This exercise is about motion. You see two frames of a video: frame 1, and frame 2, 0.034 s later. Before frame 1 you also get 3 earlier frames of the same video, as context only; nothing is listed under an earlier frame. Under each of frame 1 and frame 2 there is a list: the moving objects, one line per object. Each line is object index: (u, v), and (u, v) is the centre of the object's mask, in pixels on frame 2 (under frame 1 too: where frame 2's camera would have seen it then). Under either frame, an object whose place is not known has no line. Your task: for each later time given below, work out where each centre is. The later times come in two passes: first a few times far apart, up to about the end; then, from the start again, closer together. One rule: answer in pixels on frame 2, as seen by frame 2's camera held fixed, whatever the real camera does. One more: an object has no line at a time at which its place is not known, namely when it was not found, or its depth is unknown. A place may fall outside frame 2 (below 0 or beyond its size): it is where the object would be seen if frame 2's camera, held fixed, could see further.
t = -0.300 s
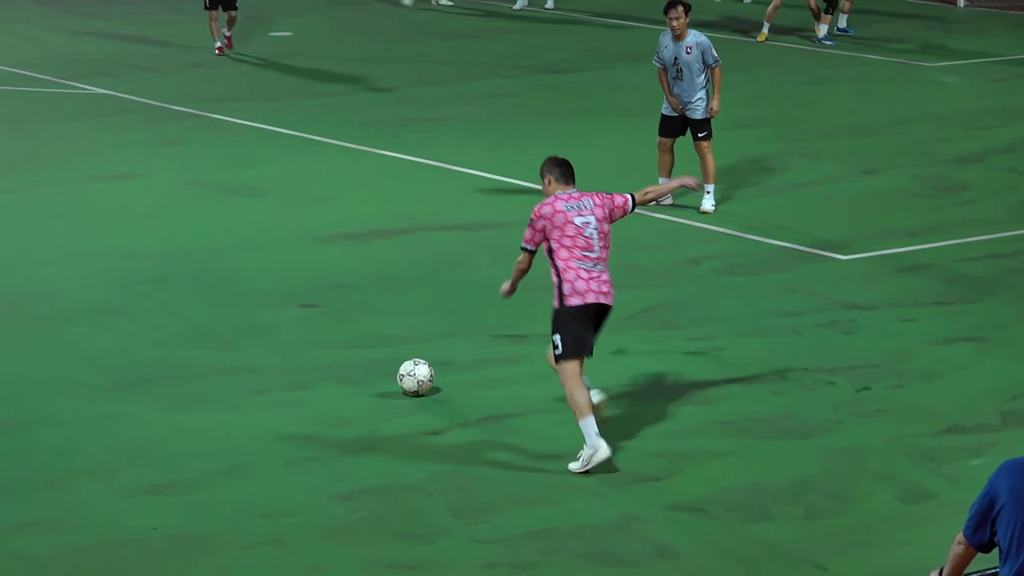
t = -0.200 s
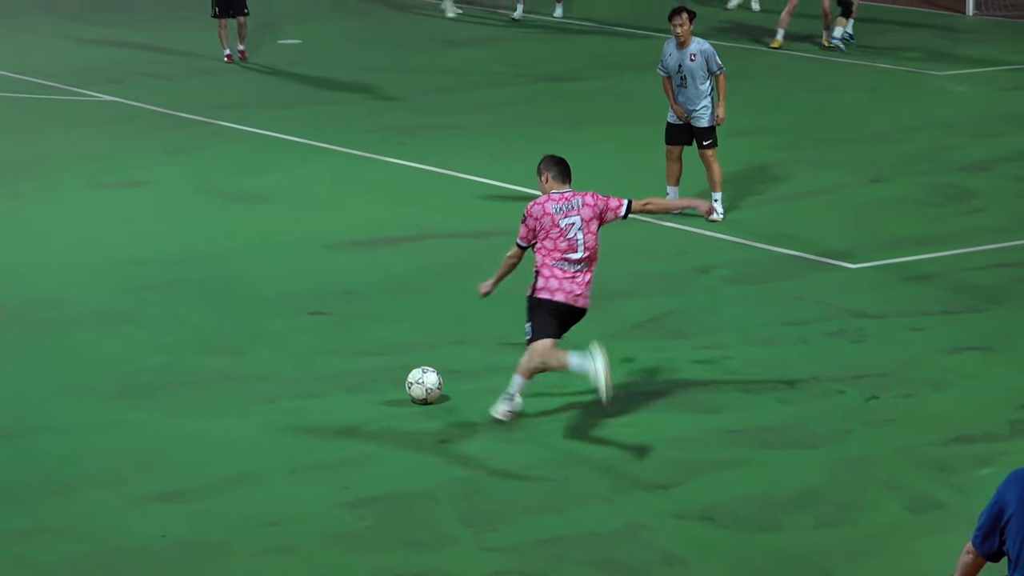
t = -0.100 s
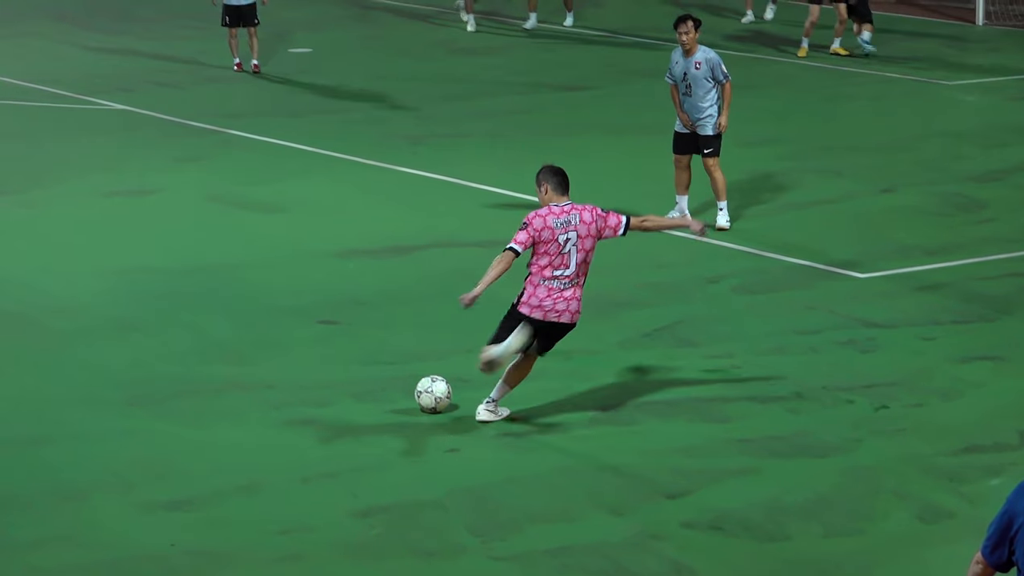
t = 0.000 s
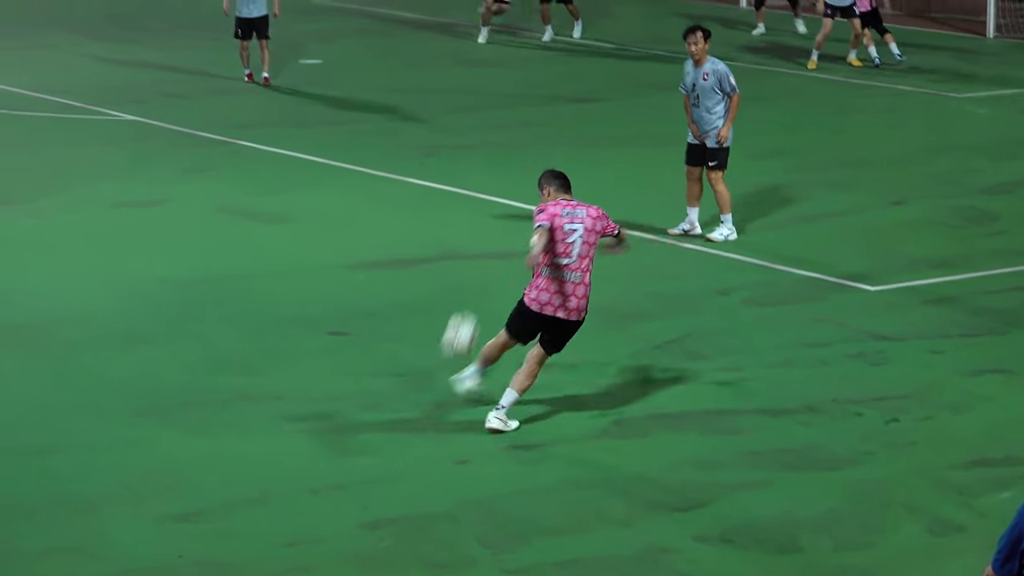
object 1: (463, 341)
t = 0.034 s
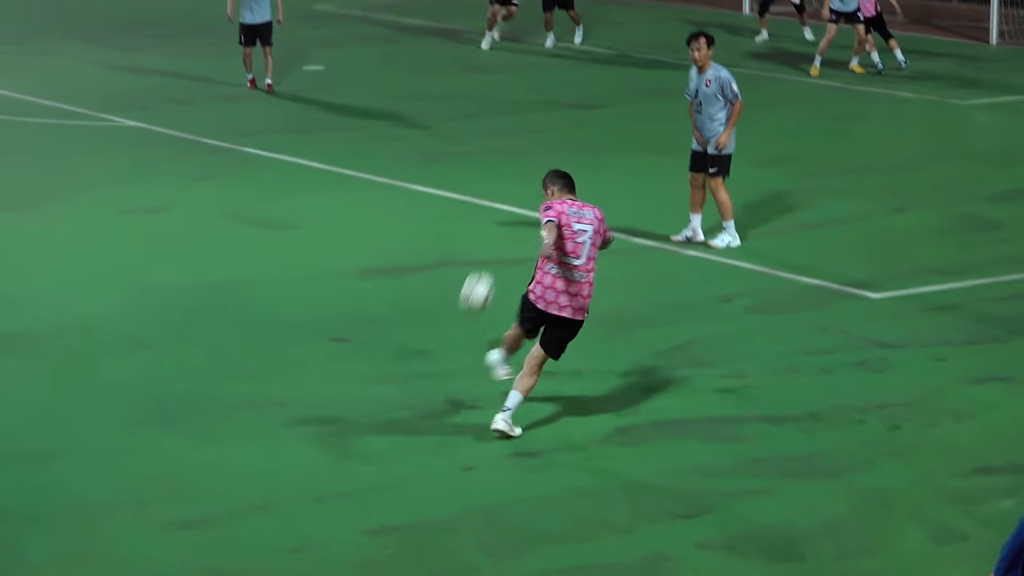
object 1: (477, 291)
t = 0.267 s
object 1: (561, 79)
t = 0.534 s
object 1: (635, 24)
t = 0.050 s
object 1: (483, 268)
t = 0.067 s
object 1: (490, 246)
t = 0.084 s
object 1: (496, 227)
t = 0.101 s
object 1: (504, 207)
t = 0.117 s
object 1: (510, 188)
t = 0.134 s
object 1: (516, 172)
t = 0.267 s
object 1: (561, 79)
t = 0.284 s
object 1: (565, 73)
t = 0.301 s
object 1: (570, 66)
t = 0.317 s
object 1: (574, 60)
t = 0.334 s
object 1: (579, 55)
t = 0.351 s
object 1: (583, 50)
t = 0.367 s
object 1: (588, 45)
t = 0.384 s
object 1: (593, 42)
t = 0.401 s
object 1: (598, 38)
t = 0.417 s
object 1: (603, 35)
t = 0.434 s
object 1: (608, 32)
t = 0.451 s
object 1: (612, 30)
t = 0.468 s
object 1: (617, 28)
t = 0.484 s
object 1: (622, 27)
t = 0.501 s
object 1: (626, 25)
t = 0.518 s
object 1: (631, 24)
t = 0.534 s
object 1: (635, 24)
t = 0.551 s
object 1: (640, 24)
